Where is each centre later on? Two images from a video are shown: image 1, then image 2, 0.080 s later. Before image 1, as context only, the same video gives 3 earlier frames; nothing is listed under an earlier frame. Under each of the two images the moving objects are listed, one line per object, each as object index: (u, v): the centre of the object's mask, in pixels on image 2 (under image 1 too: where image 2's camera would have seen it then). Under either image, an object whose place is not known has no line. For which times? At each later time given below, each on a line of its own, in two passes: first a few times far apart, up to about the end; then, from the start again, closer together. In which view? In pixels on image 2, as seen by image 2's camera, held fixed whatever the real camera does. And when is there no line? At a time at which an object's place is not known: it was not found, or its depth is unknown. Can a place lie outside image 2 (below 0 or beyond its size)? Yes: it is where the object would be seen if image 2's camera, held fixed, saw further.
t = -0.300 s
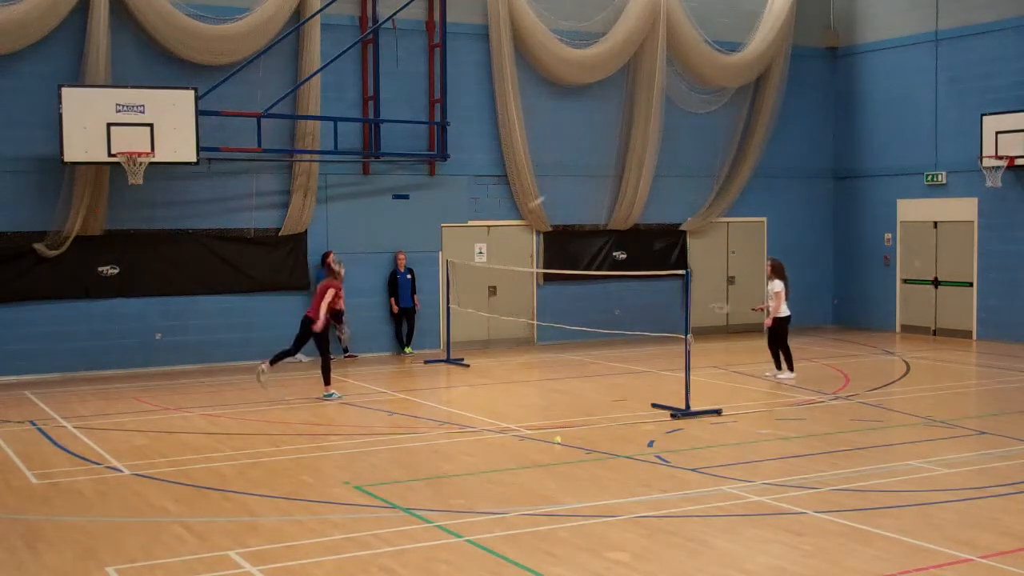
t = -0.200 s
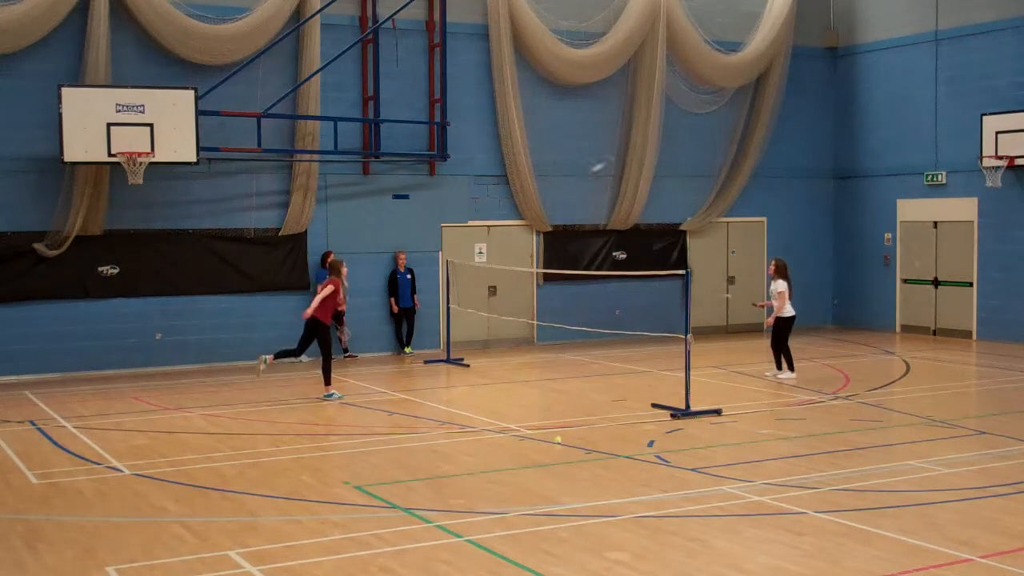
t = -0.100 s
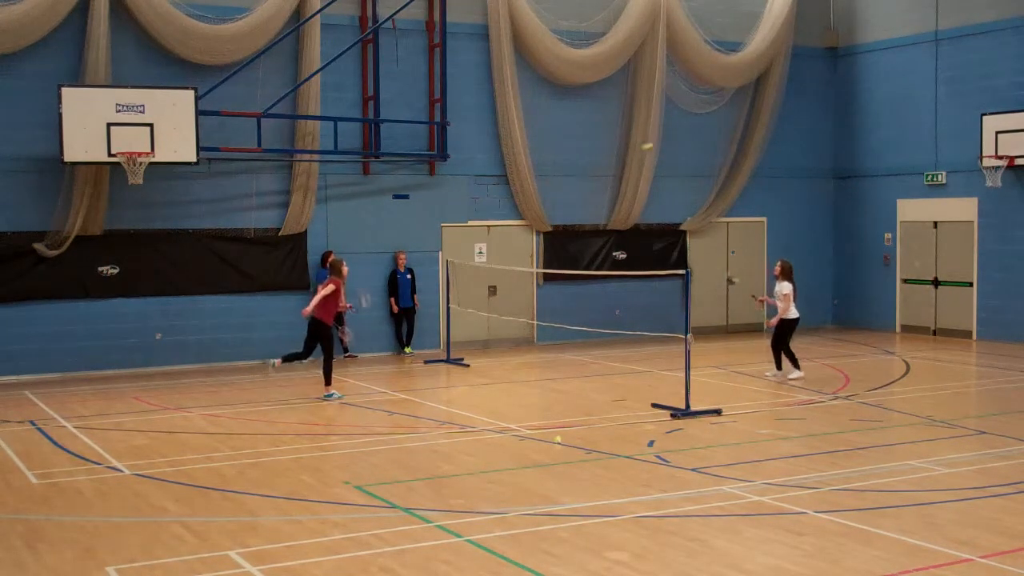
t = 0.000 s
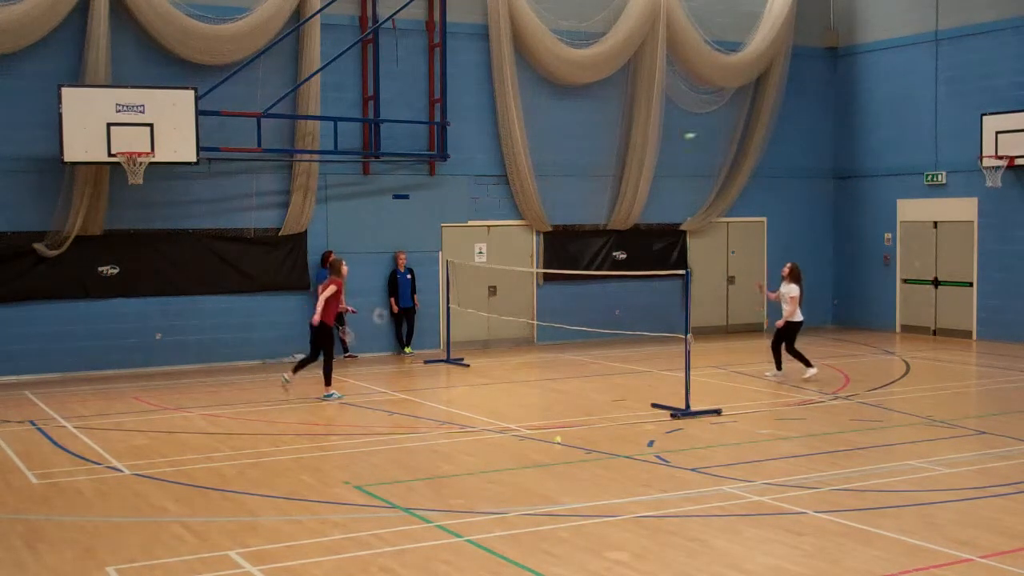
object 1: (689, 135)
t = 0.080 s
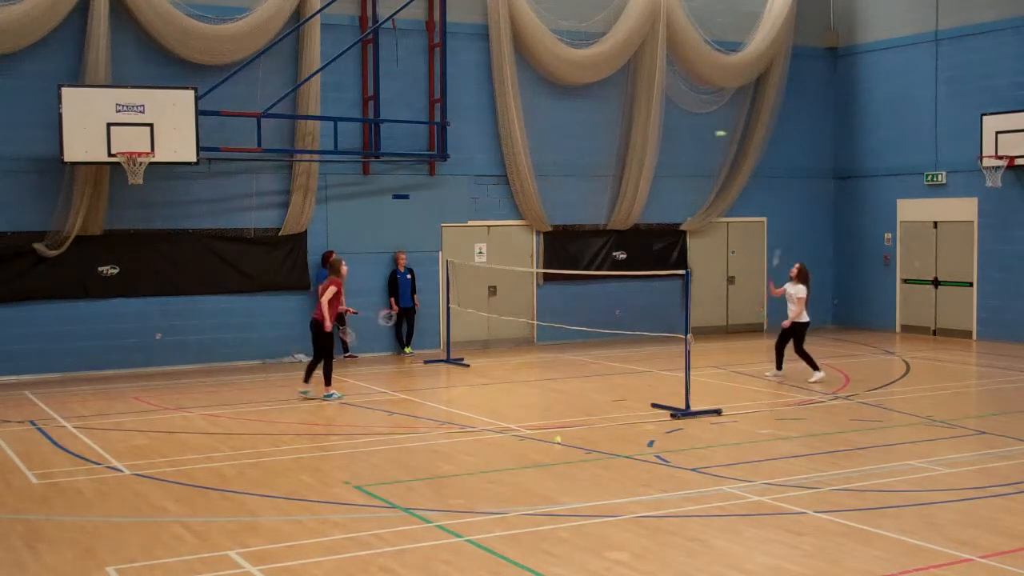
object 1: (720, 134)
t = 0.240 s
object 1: (772, 144)
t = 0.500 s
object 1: (839, 196)
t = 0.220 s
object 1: (766, 142)
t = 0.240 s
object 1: (772, 144)
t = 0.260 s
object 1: (778, 147)
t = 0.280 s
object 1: (783, 149)
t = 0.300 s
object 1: (789, 152)
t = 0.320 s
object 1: (794, 156)
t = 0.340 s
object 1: (800, 159)
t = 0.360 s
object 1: (805, 163)
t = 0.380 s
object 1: (810, 167)
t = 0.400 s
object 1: (816, 171)
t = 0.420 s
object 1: (820, 175)
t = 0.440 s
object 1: (825, 180)
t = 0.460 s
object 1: (830, 185)
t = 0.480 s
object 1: (834, 190)
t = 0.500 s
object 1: (839, 196)
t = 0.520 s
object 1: (843, 201)
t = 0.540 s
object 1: (848, 207)
